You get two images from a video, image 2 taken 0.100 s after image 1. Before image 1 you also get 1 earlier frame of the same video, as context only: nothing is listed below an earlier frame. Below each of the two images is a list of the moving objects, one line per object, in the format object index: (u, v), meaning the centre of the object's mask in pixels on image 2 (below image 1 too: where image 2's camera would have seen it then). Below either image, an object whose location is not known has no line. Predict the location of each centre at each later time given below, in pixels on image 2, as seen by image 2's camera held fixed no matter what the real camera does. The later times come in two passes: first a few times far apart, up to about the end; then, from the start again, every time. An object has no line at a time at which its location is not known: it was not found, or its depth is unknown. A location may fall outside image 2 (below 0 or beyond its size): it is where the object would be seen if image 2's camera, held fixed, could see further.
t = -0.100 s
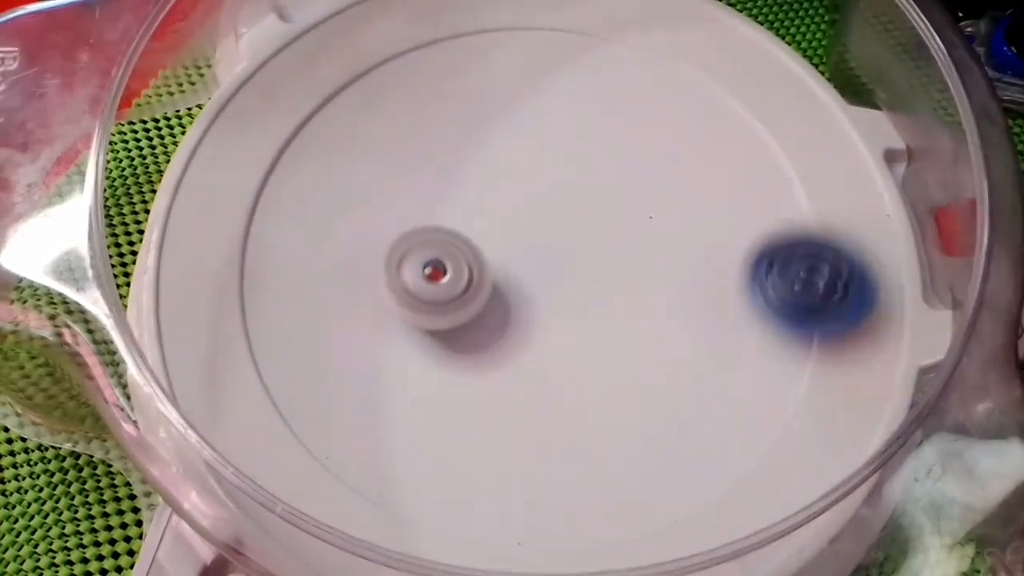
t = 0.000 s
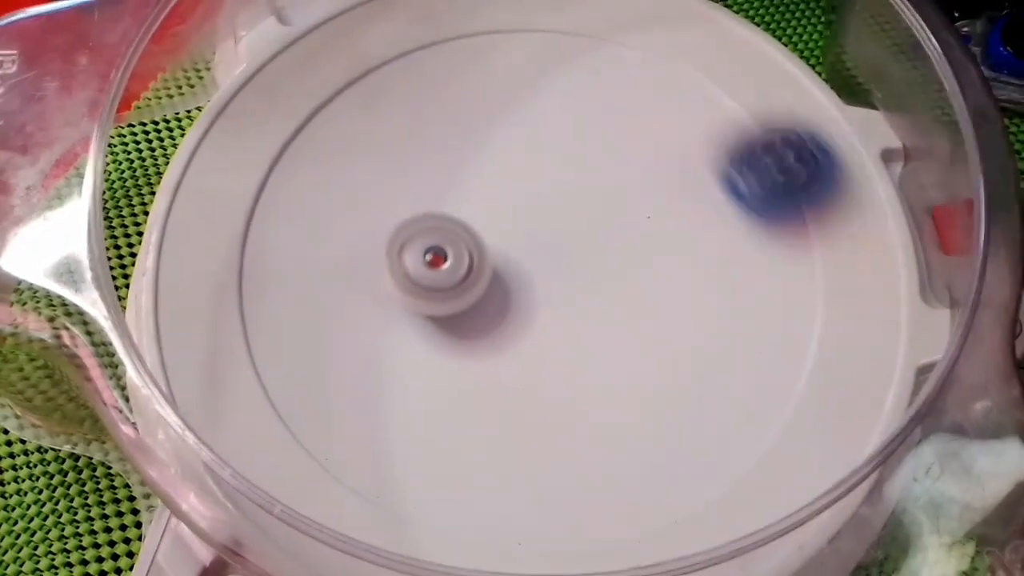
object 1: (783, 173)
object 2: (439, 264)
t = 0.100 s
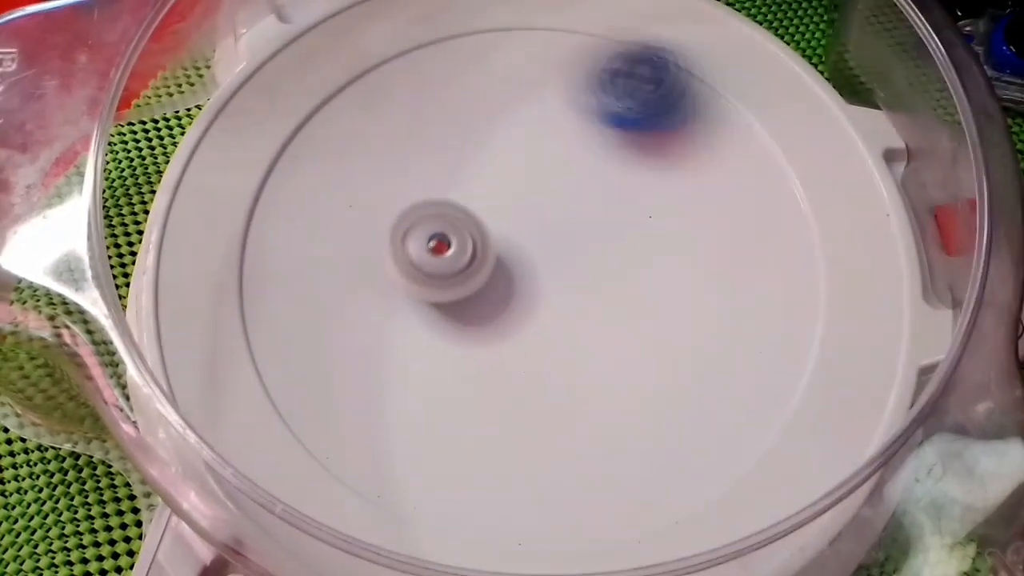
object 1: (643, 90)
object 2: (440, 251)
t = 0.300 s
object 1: (244, 207)
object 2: (456, 213)
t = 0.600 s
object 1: (741, 357)
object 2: (487, 195)
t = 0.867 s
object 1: (601, 14)
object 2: (523, 193)
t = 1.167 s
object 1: (178, 308)
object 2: (570, 198)
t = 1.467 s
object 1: (513, 119)
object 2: (657, 219)
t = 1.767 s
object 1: (413, 102)
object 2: (673, 197)
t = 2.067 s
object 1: (471, 159)
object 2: (711, 305)
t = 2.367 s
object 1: (466, 242)
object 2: (707, 315)
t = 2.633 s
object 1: (596, 167)
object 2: (584, 316)
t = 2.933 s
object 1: (507, 213)
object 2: (490, 316)
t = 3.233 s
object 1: (651, 134)
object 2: (389, 403)
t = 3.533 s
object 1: (607, 180)
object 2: (436, 246)
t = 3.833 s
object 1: (664, 146)
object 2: (273, 195)
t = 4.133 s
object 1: (614, 319)
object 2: (400, 187)
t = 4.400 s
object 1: (656, 347)
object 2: (557, 156)
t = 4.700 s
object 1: (483, 283)
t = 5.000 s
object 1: (419, 336)
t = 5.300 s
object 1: (424, 201)
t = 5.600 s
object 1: (309, 177)
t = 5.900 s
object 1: (326, 190)
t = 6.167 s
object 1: (475, 196)
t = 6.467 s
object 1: (637, 129)
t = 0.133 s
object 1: (578, 80)
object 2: (444, 247)
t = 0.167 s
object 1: (510, 82)
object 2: (445, 240)
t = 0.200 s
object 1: (441, 95)
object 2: (447, 232)
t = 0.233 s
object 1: (372, 118)
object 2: (446, 224)
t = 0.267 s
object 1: (304, 159)
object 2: (450, 220)
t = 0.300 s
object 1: (244, 207)
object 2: (456, 213)
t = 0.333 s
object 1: (201, 278)
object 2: (459, 209)
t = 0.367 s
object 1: (188, 353)
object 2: (460, 206)
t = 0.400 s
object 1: (226, 379)
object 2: (462, 204)
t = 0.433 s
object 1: (308, 394)
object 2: (465, 203)
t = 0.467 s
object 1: (383, 409)
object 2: (470, 203)
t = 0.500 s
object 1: (478, 421)
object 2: (473, 201)
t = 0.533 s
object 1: (570, 416)
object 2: (476, 199)
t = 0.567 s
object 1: (662, 394)
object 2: (482, 198)
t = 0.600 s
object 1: (741, 357)
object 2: (487, 195)
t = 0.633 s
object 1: (801, 307)
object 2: (492, 192)
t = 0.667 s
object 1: (840, 247)
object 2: (496, 189)
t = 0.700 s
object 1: (855, 181)
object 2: (500, 187)
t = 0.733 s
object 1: (851, 132)
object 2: (503, 185)
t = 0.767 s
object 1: (795, 84)
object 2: (507, 187)
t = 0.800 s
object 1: (729, 49)
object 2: (513, 190)
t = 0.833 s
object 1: (668, 23)
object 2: (519, 192)
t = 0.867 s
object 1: (601, 14)
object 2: (523, 193)
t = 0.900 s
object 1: (523, 6)
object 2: (529, 194)
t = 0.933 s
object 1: (443, 13)
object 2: (535, 196)
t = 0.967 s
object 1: (364, 30)
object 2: (541, 197)
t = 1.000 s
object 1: (287, 70)
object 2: (546, 197)
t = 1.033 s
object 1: (223, 131)
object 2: (551, 196)
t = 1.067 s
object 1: (162, 207)
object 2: (556, 196)
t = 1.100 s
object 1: (160, 310)
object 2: (560, 196)
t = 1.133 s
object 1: (161, 334)
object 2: (566, 196)
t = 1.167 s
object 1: (178, 308)
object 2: (570, 198)
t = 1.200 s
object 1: (221, 288)
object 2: (576, 202)
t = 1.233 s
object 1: (275, 276)
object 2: (580, 204)
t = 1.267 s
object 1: (331, 270)
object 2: (584, 206)
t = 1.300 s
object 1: (386, 259)
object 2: (587, 209)
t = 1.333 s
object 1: (436, 242)
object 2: (591, 211)
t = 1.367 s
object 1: (479, 218)
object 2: (595, 215)
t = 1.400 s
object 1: (497, 188)
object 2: (621, 219)
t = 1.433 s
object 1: (509, 154)
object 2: (643, 219)
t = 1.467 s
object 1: (513, 119)
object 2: (657, 219)
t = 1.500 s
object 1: (513, 86)
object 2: (668, 219)
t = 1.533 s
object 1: (506, 55)
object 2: (677, 217)
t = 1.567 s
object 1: (494, 33)
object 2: (684, 214)
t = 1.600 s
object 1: (477, 25)
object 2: (689, 210)
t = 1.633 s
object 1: (460, 30)
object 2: (692, 206)
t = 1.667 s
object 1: (446, 43)
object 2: (693, 201)
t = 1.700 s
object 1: (433, 61)
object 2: (689, 198)
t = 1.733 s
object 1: (422, 82)
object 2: (683, 197)
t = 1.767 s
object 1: (413, 102)
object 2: (673, 197)
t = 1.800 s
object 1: (412, 127)
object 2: (662, 198)
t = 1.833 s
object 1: (422, 152)
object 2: (651, 199)
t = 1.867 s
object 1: (440, 176)
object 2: (641, 204)
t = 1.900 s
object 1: (464, 190)
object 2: (632, 211)
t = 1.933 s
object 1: (497, 204)
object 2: (622, 220)
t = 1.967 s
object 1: (511, 201)
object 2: (636, 243)
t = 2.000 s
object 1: (502, 186)
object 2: (672, 272)
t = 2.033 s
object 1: (488, 169)
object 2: (699, 293)
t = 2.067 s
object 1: (471, 159)
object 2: (711, 305)
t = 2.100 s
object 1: (454, 153)
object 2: (719, 313)
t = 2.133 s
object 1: (436, 153)
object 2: (725, 317)
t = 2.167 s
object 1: (425, 161)
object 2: (729, 321)
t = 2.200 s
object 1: (418, 172)
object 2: (732, 322)
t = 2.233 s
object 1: (414, 187)
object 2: (733, 323)
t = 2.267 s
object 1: (417, 203)
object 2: (730, 322)
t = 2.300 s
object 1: (429, 219)
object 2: (725, 320)
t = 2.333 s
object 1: (445, 232)
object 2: (717, 317)
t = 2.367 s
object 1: (466, 242)
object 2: (707, 315)
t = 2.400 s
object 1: (491, 247)
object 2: (696, 313)
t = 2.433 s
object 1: (514, 246)
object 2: (683, 312)
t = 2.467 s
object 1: (535, 239)
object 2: (669, 312)
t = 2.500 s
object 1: (559, 229)
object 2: (652, 312)
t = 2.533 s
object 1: (576, 215)
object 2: (635, 313)
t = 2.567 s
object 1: (588, 201)
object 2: (617, 316)
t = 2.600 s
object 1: (595, 183)
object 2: (602, 316)
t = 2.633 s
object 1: (596, 167)
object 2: (584, 316)
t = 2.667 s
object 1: (588, 154)
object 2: (570, 315)
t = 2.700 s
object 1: (577, 145)
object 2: (557, 314)
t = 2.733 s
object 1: (563, 140)
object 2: (546, 312)
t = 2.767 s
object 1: (548, 139)
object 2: (536, 311)
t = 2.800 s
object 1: (532, 144)
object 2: (528, 311)
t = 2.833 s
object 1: (517, 158)
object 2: (520, 312)
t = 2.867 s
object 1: (507, 175)
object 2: (511, 313)
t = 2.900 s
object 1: (504, 194)
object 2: (501, 315)
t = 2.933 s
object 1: (507, 213)
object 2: (490, 316)
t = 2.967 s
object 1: (525, 219)
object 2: (456, 337)
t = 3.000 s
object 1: (554, 215)
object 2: (414, 373)
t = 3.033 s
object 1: (580, 209)
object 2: (368, 410)
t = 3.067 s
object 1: (604, 201)
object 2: (345, 429)
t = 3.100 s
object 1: (627, 190)
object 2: (335, 437)
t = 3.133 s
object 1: (642, 176)
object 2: (344, 434)
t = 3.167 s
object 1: (651, 160)
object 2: (356, 427)
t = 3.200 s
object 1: (654, 147)
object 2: (368, 418)
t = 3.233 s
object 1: (651, 134)
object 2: (389, 403)
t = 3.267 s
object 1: (644, 126)
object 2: (405, 385)
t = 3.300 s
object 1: (633, 123)
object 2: (425, 367)
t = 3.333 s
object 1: (620, 124)
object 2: (440, 346)
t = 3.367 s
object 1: (606, 130)
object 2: (456, 327)
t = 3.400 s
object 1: (592, 140)
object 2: (469, 305)
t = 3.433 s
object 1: (580, 153)
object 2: (480, 284)
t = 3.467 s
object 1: (568, 171)
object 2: (491, 260)
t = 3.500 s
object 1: (578, 182)
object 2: (477, 249)
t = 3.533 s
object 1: (607, 180)
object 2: (436, 246)
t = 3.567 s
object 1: (633, 177)
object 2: (398, 238)
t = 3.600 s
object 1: (652, 172)
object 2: (364, 229)
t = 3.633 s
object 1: (669, 164)
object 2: (336, 222)
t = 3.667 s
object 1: (680, 156)
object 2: (308, 214)
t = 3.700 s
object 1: (685, 148)
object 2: (288, 207)
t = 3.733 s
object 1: (684, 143)
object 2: (271, 201)
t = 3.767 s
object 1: (680, 141)
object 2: (263, 197)
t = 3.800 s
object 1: (673, 143)
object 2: (266, 196)
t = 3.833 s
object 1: (664, 146)
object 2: (273, 195)
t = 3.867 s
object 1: (654, 155)
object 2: (283, 196)
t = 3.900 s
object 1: (639, 168)
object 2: (293, 196)
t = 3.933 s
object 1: (626, 186)
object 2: (307, 196)
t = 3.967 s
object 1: (616, 206)
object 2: (320, 196)
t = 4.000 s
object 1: (609, 230)
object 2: (337, 196)
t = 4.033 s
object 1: (606, 253)
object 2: (352, 195)
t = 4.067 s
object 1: (605, 277)
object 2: (368, 193)
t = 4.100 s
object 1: (609, 301)
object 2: (385, 190)
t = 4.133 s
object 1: (614, 319)
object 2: (400, 187)
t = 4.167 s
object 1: (623, 337)
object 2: (416, 184)
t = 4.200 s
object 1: (632, 350)
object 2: (433, 182)
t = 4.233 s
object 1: (642, 361)
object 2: (451, 178)
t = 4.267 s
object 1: (649, 364)
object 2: (472, 174)
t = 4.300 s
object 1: (655, 364)
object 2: (490, 169)
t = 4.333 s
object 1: (659, 362)
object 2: (511, 166)
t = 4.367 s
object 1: (660, 356)
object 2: (533, 160)
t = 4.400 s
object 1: (656, 347)
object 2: (557, 156)
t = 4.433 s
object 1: (648, 339)
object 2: (575, 151)
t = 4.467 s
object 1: (635, 329)
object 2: (593, 146)
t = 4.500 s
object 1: (623, 319)
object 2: (613, 142)
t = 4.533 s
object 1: (604, 308)
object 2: (626, 138)
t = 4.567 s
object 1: (581, 297)
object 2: (641, 134)
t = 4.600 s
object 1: (556, 290)
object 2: (650, 131)
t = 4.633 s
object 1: (533, 286)
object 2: (658, 129)
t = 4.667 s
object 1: (507, 284)
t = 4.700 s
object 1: (483, 283)
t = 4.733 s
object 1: (458, 286)
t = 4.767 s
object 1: (438, 292)
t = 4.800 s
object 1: (421, 301)
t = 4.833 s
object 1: (407, 307)
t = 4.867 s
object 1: (399, 317)
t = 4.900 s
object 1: (397, 327)
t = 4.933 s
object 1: (402, 333)
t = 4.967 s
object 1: (410, 336)
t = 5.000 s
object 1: (419, 336)
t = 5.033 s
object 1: (430, 335)
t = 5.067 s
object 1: (441, 328)
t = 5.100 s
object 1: (455, 318)
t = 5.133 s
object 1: (468, 310)
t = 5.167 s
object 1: (483, 294)
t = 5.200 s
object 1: (494, 279)
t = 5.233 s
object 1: (496, 263)
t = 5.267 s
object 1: (460, 228)
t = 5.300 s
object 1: (424, 201)
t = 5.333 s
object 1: (394, 181)
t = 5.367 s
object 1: (370, 166)
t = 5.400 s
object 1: (344, 155)
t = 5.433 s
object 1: (321, 146)
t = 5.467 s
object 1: (298, 138)
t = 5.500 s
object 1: (288, 139)
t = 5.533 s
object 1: (295, 156)
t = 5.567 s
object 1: (302, 167)
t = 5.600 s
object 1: (309, 177)
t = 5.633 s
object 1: (321, 187)
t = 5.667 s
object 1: (336, 194)
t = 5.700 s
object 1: (353, 202)
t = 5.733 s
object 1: (373, 204)
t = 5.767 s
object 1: (354, 192)
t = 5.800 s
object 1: (333, 182)
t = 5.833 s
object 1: (326, 181)
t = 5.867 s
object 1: (326, 182)
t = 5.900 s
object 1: (326, 190)
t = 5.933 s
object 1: (333, 196)
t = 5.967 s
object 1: (343, 196)
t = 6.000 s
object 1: (367, 199)
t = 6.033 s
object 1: (385, 198)
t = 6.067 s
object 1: (410, 199)
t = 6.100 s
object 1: (430, 198)
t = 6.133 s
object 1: (455, 197)
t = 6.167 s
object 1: (475, 196)
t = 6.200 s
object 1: (501, 194)
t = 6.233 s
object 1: (523, 194)
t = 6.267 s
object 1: (549, 192)
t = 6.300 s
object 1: (569, 185)
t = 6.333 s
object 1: (590, 169)
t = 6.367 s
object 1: (603, 159)
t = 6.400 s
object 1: (613, 150)
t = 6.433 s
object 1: (625, 137)
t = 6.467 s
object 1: (637, 129)
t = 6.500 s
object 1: (644, 121)
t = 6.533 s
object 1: (652, 114)
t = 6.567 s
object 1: (656, 108)
